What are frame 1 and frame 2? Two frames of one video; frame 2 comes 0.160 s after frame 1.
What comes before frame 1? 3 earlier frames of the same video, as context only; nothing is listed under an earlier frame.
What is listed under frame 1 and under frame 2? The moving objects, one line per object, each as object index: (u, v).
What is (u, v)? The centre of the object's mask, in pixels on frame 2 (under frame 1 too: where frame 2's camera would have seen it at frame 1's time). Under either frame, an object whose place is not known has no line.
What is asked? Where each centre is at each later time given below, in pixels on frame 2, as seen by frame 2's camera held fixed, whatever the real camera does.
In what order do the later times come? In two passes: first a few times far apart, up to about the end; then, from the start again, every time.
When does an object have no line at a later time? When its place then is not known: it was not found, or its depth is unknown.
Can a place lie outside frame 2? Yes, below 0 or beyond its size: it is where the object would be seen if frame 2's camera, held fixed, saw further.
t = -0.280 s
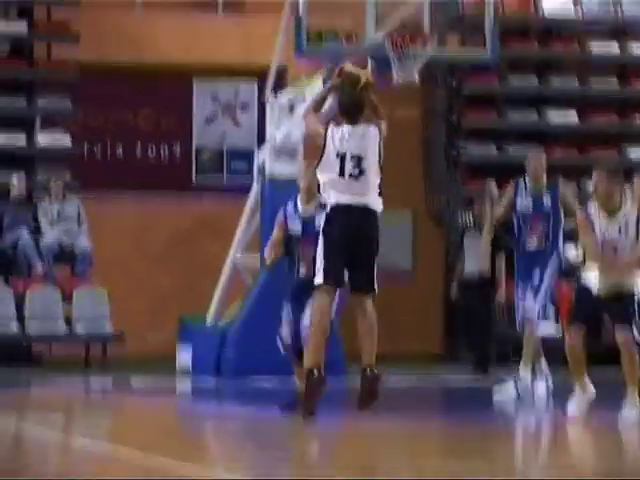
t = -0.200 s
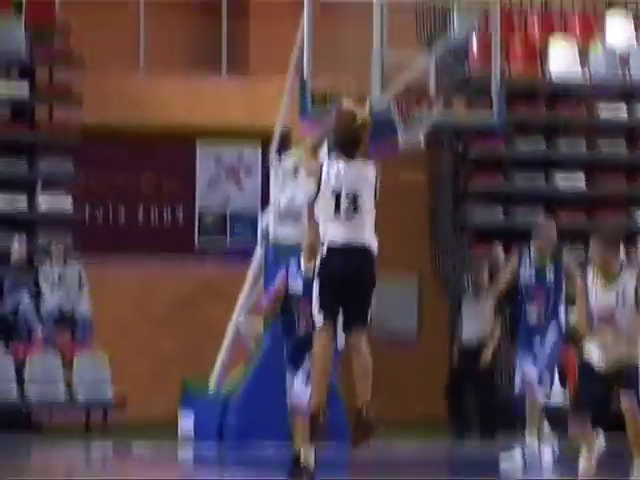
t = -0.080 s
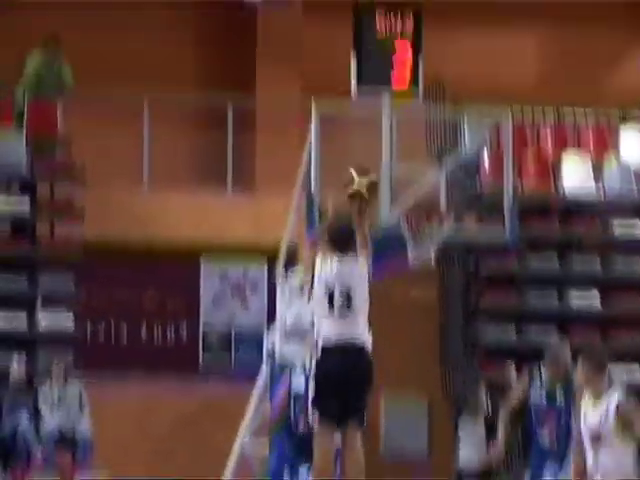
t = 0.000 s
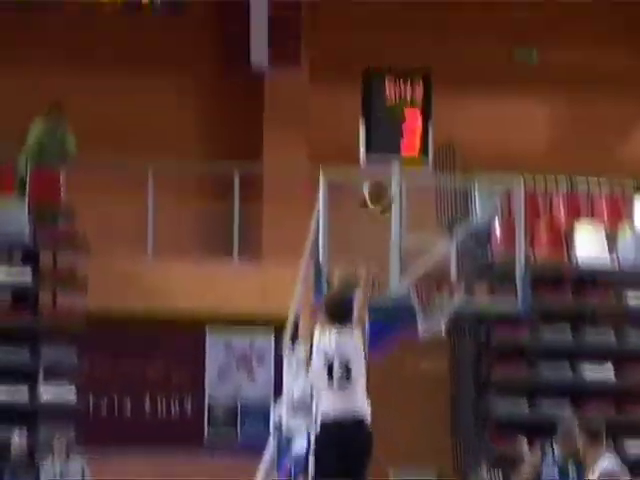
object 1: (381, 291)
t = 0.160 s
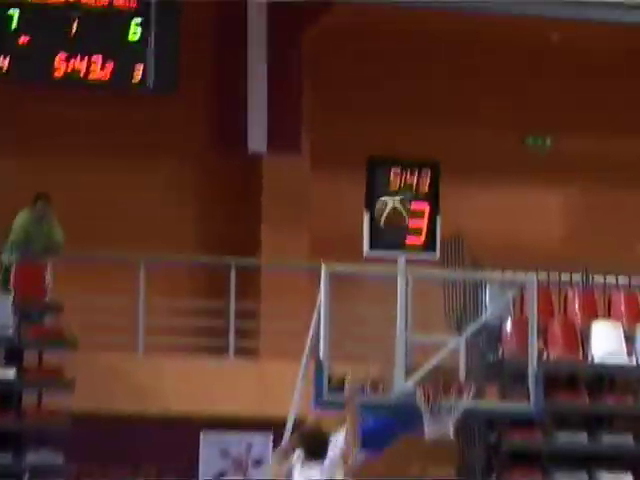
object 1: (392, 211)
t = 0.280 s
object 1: (401, 180)
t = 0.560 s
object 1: (417, 193)
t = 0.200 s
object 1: (395, 198)
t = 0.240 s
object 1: (398, 187)
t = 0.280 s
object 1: (401, 180)
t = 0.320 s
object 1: (403, 176)
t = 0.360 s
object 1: (405, 175)
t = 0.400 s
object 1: (407, 175)
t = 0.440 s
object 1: (411, 177)
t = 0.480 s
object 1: (413, 179)
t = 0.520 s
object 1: (416, 185)
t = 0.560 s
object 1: (417, 193)
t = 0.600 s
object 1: (421, 202)
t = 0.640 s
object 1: (422, 215)
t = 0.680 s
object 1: (425, 228)
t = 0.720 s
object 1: (426, 245)
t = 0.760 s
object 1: (429, 262)
